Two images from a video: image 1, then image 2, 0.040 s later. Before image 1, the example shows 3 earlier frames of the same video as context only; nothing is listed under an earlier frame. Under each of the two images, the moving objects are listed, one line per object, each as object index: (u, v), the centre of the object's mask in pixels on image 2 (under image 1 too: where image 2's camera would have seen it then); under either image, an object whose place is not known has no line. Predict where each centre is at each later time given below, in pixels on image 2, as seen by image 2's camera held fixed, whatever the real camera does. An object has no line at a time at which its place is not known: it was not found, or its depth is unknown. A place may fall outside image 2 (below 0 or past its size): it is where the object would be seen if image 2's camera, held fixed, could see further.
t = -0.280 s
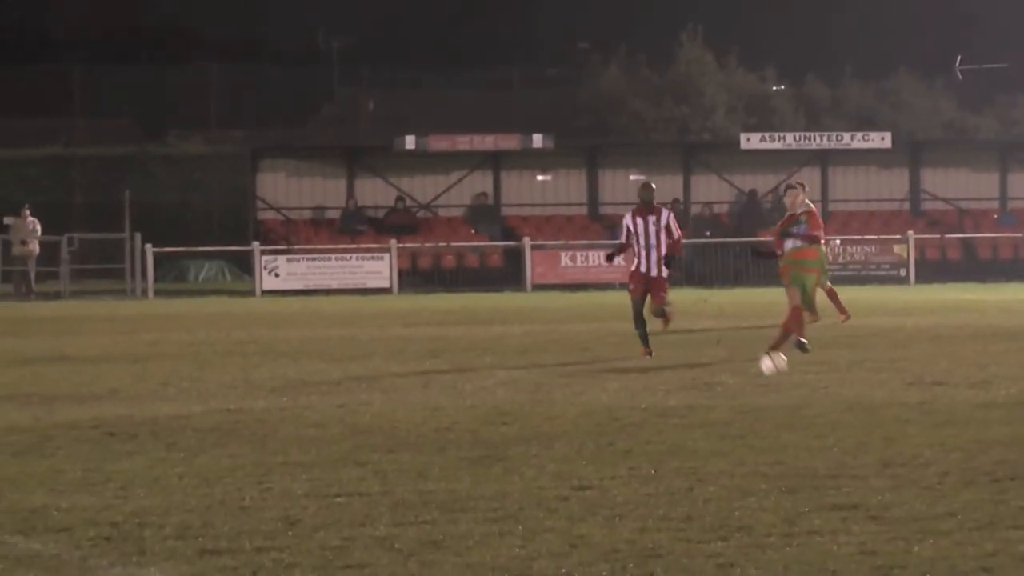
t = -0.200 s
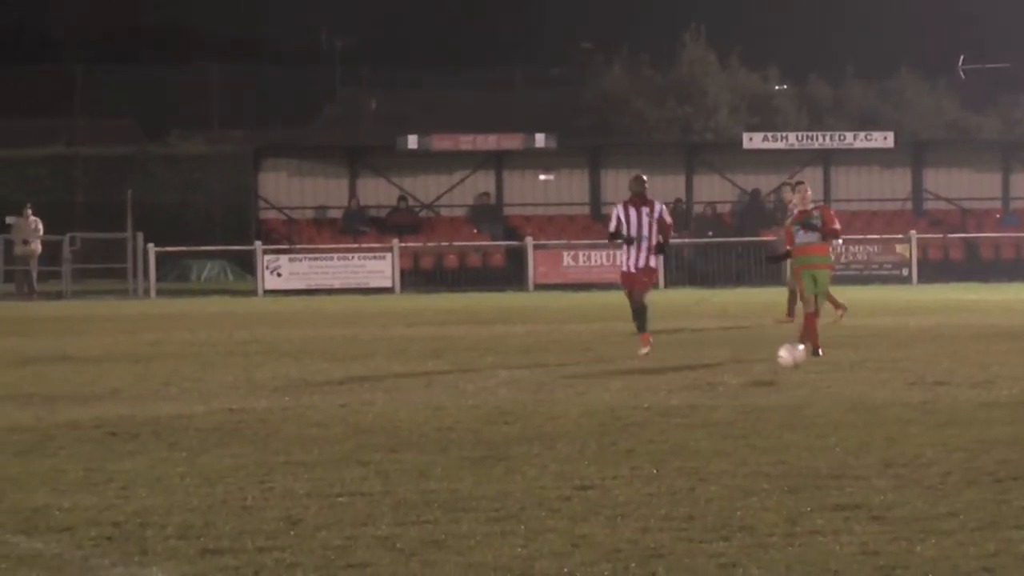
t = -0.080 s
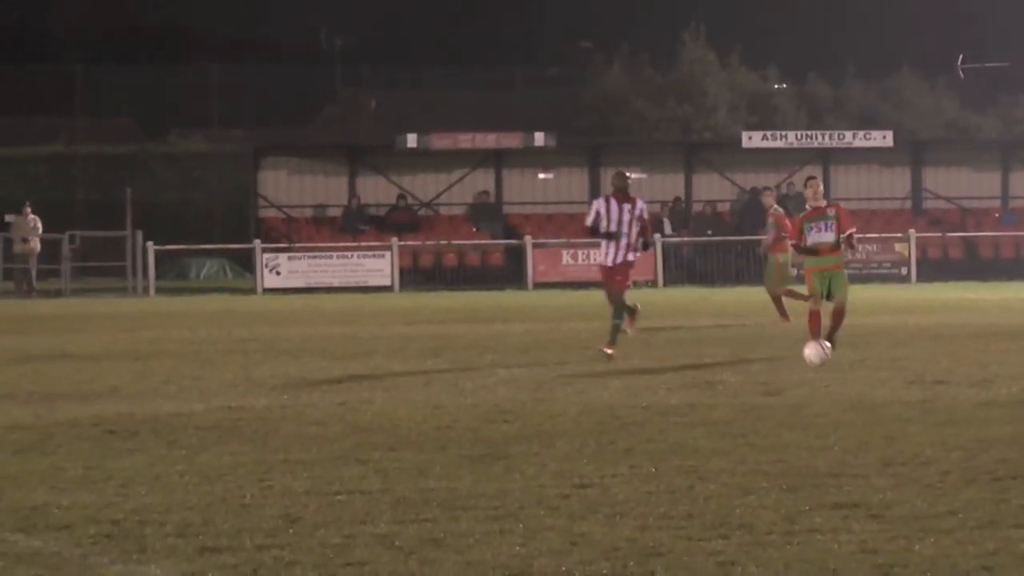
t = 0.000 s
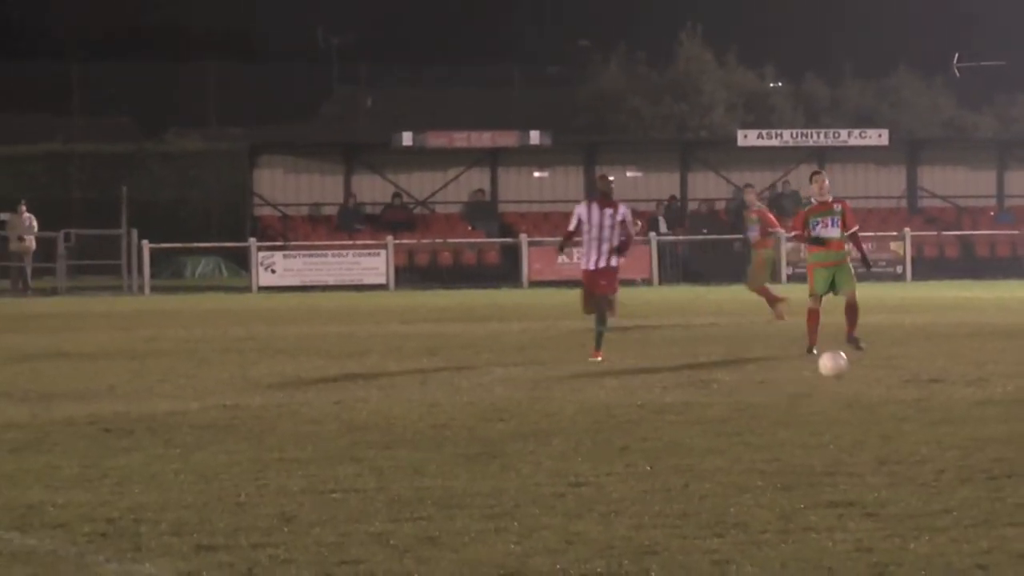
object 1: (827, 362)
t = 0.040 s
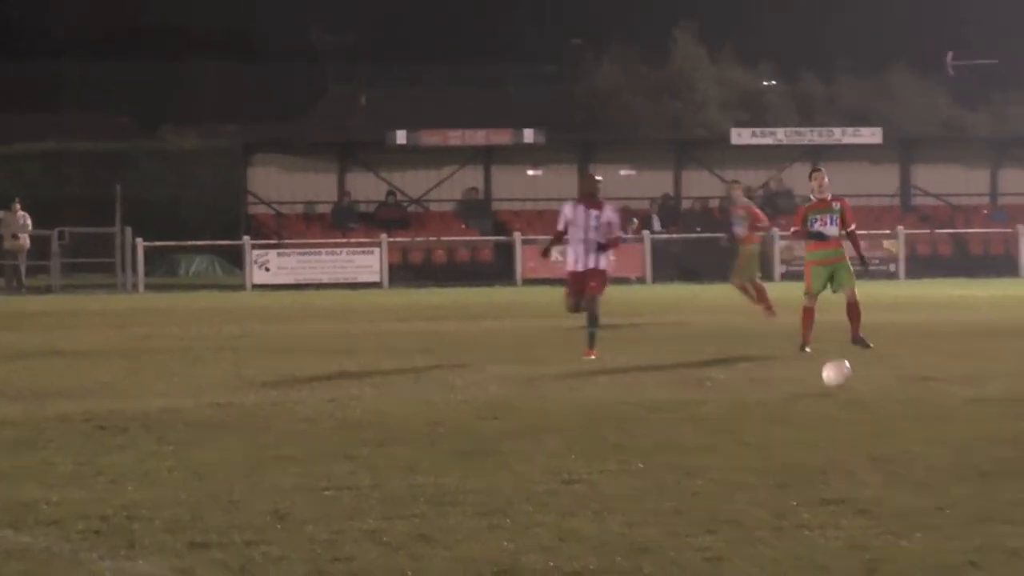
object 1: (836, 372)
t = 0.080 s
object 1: (845, 382)
